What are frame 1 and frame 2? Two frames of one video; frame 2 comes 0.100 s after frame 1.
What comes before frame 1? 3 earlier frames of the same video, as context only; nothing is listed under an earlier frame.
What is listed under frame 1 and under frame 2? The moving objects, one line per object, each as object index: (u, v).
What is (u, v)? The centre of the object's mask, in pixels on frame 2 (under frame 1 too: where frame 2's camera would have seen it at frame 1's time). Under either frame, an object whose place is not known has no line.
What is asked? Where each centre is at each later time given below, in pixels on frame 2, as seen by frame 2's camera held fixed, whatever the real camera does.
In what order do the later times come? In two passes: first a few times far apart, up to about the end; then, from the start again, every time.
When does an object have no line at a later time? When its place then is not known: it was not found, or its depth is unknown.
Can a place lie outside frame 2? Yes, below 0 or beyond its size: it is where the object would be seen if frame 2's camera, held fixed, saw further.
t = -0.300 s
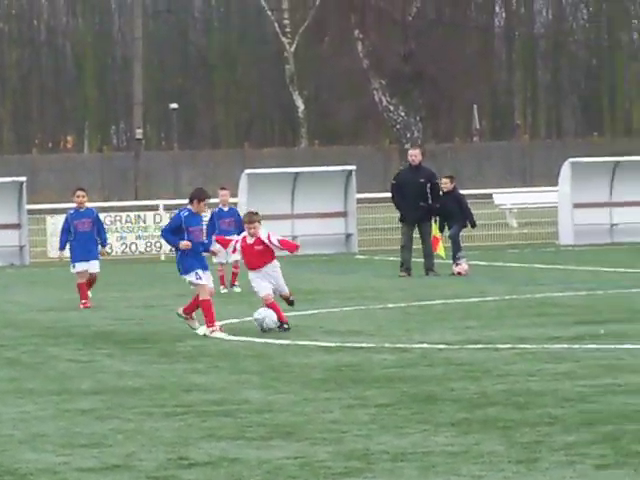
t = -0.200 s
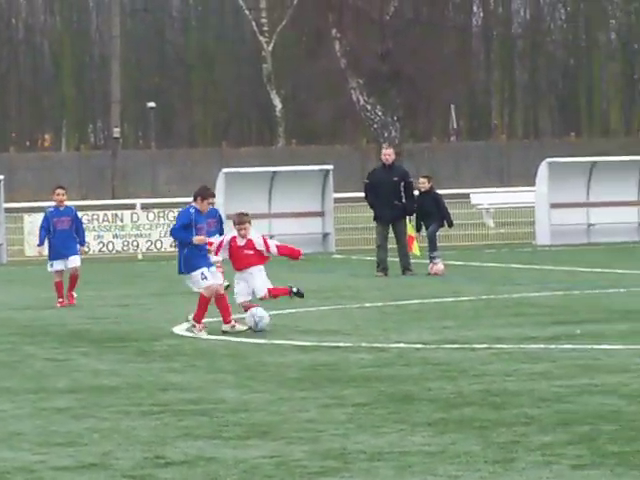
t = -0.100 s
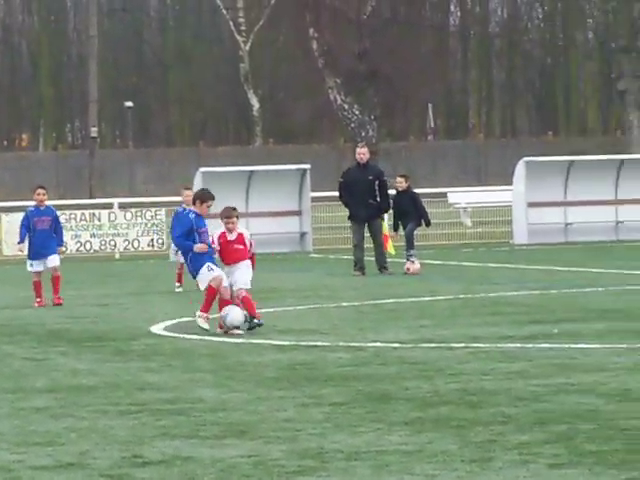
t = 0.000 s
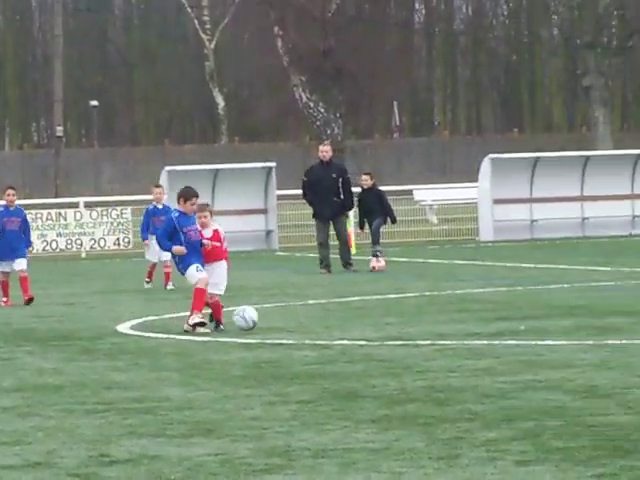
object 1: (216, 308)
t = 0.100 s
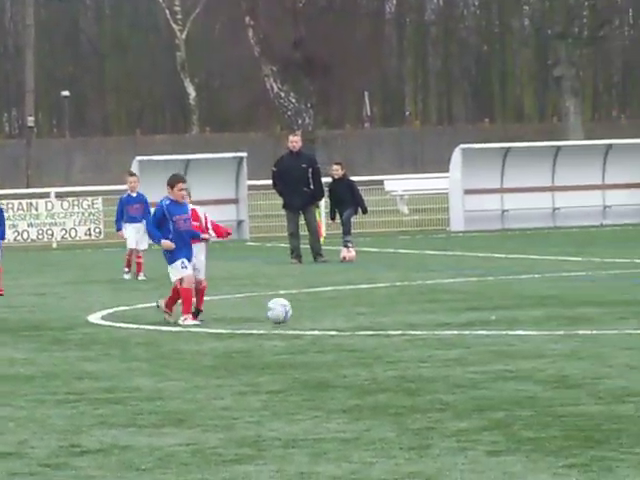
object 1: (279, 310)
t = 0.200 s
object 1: (337, 312)
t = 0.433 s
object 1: (453, 308)
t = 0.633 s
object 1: (539, 314)
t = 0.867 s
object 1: (629, 312)
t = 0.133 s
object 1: (298, 310)
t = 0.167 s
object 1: (317, 311)
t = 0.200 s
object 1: (337, 312)
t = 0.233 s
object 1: (355, 313)
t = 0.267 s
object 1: (372, 311)
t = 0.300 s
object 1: (390, 309)
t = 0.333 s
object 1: (408, 311)
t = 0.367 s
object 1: (425, 313)
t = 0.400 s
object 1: (439, 311)
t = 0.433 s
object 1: (453, 308)
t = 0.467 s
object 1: (468, 307)
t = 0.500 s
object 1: (483, 307)
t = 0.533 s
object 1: (497, 310)
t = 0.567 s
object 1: (511, 312)
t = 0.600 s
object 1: (526, 314)
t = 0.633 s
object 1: (539, 314)
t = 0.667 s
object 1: (552, 314)
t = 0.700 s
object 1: (564, 314)
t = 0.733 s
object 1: (576, 315)
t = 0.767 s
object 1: (590, 314)
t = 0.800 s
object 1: (602, 314)
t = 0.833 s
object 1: (615, 312)
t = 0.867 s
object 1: (629, 312)
